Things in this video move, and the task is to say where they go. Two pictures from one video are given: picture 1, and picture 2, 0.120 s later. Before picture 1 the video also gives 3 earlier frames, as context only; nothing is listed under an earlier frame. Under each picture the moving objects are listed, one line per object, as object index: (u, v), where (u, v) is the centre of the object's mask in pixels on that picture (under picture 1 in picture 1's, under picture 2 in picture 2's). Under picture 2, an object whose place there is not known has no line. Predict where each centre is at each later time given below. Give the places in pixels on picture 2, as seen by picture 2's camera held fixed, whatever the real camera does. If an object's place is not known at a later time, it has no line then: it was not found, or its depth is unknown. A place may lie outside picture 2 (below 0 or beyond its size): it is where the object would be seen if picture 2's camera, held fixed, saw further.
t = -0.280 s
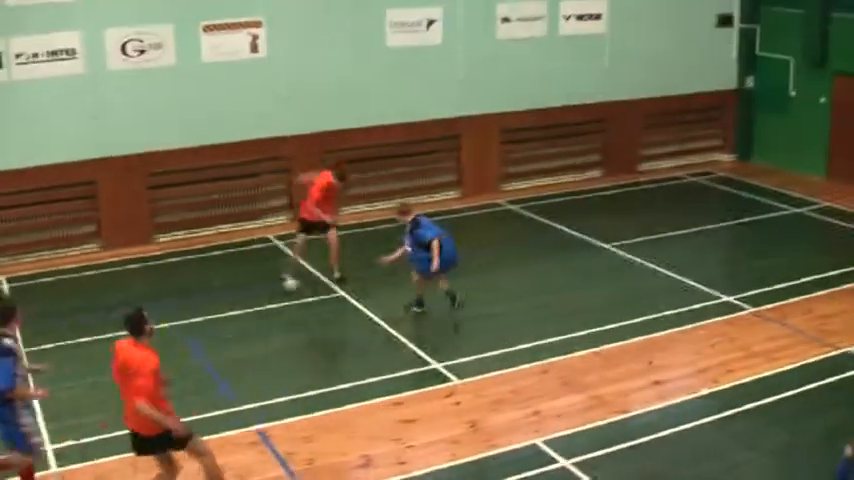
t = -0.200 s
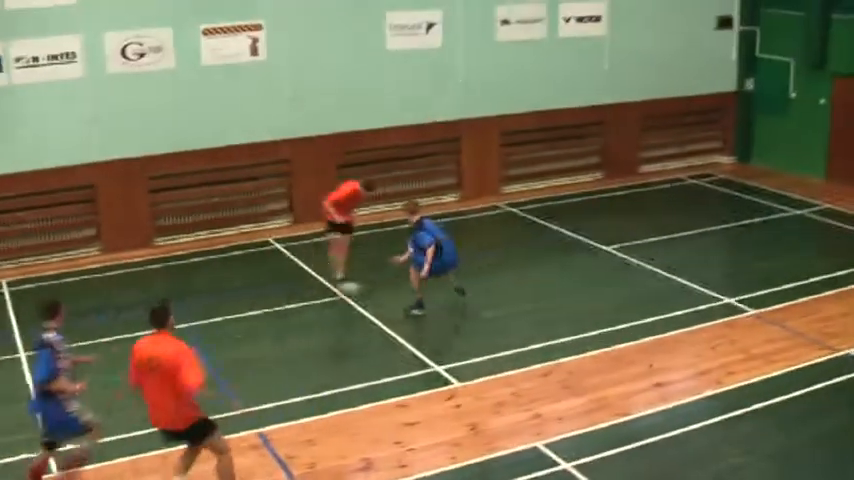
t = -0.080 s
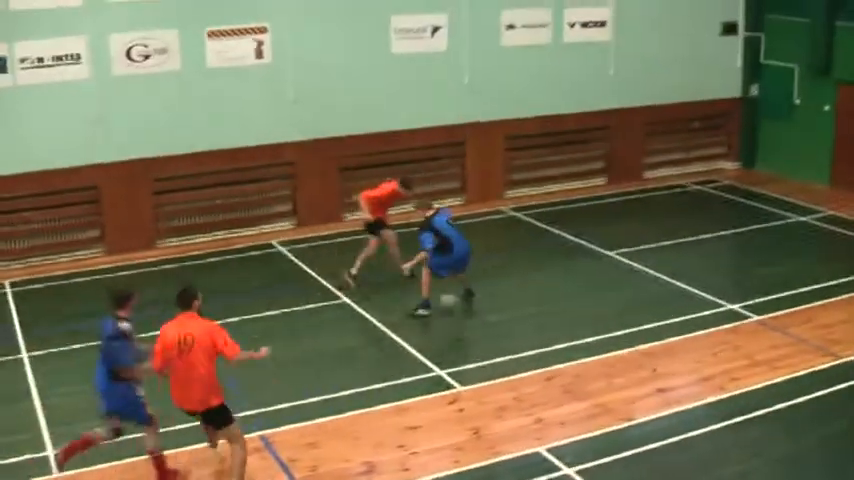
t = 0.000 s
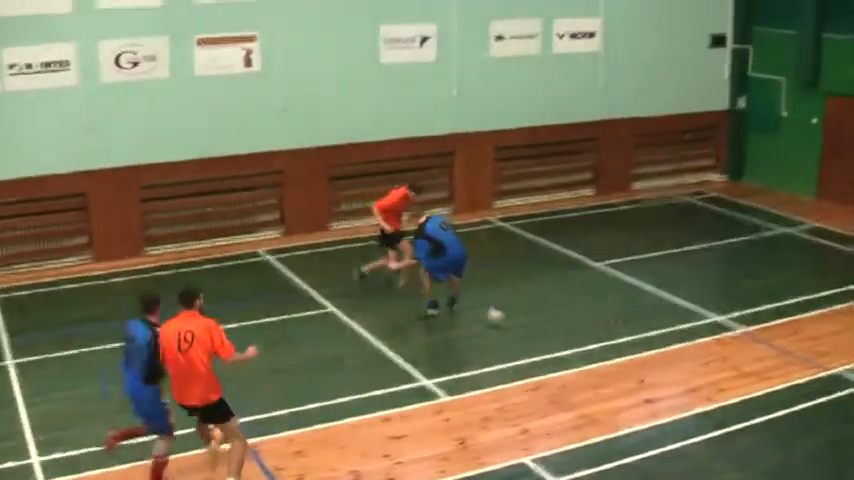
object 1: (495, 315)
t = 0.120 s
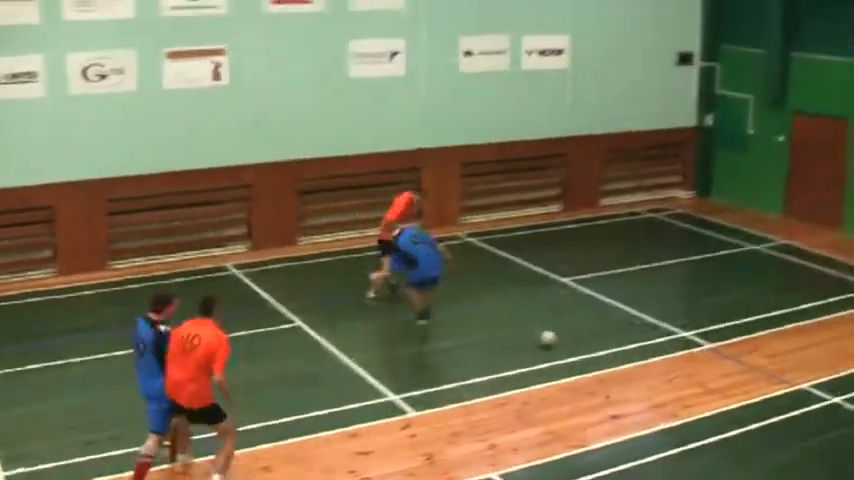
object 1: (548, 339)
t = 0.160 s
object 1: (575, 340)
